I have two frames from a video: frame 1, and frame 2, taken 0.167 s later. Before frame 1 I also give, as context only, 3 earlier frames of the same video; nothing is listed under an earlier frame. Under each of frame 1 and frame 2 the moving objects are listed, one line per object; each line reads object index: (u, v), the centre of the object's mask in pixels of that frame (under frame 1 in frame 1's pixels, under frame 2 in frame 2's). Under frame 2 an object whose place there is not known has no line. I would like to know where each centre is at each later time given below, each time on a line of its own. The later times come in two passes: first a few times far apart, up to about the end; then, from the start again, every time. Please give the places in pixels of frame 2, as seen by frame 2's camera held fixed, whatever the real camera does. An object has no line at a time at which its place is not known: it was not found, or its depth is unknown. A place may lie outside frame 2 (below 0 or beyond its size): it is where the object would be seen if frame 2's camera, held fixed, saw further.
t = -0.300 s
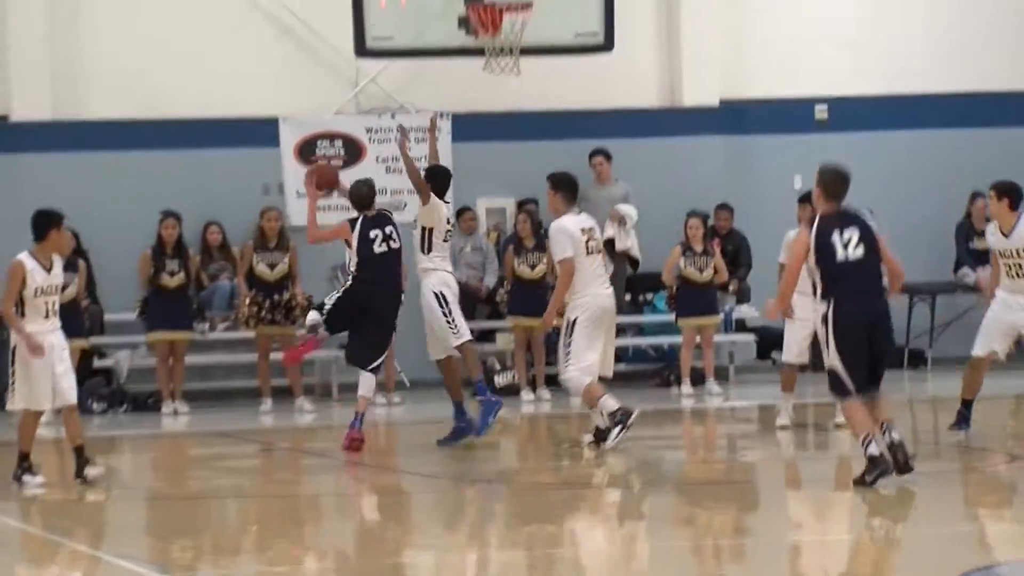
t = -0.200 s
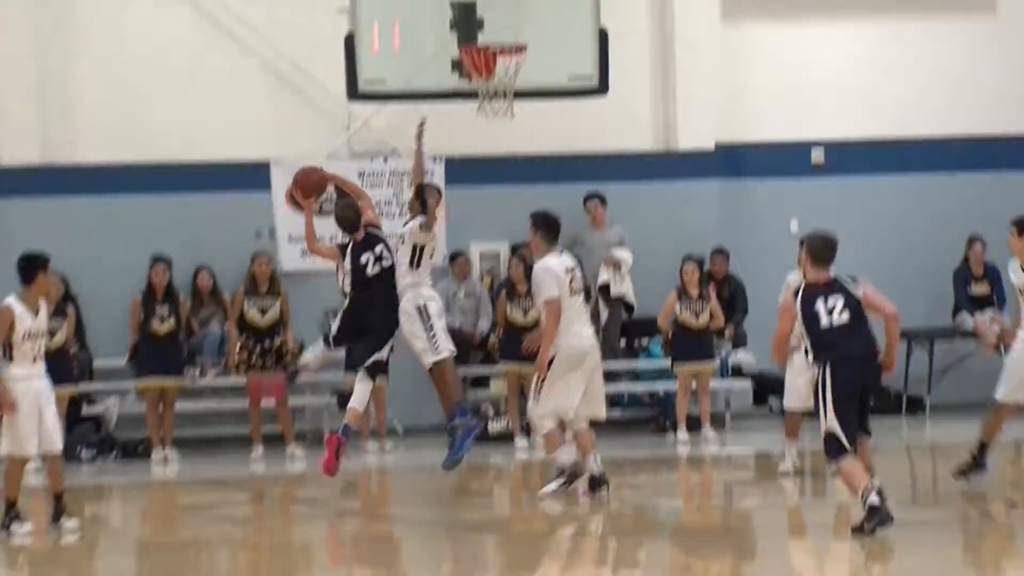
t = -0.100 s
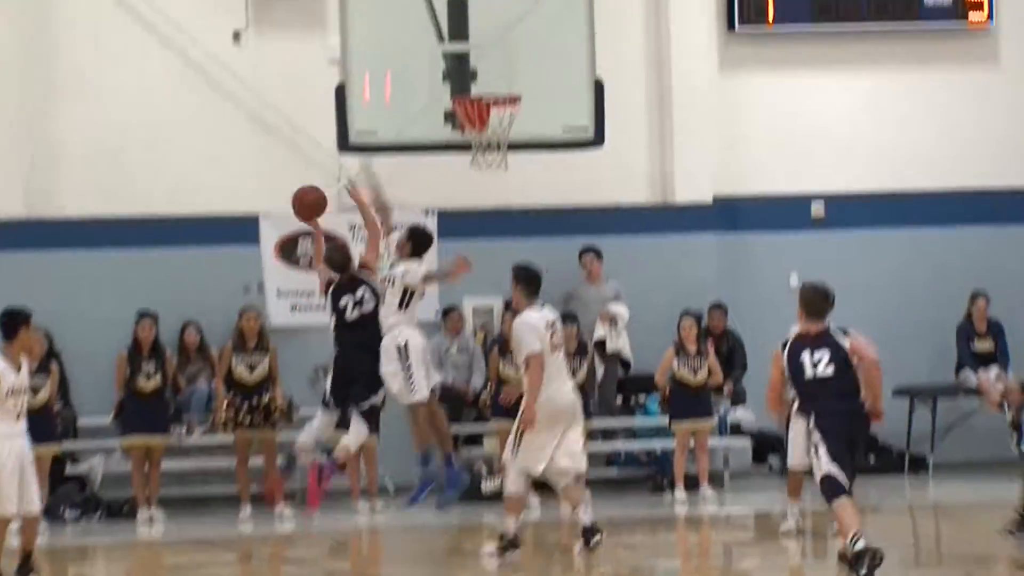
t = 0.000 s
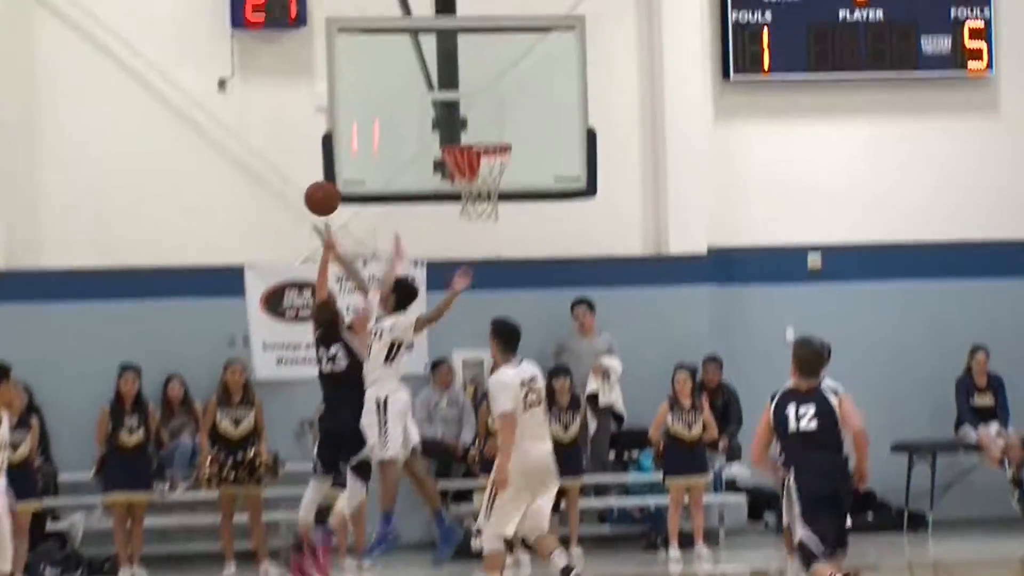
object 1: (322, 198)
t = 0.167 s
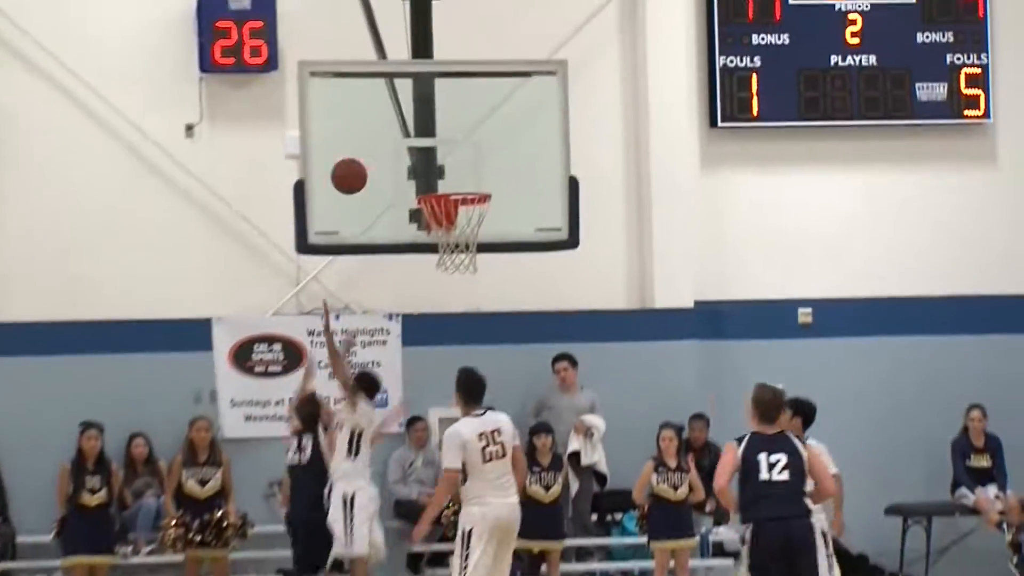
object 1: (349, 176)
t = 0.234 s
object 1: (372, 160)
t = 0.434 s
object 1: (426, 161)
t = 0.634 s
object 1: (464, 219)
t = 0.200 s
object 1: (360, 167)
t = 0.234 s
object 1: (372, 160)
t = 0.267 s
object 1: (383, 154)
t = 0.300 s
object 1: (392, 152)
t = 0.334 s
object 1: (401, 152)
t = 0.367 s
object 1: (409, 154)
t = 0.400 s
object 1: (418, 157)
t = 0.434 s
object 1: (426, 161)
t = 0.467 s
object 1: (433, 167)
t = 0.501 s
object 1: (442, 176)
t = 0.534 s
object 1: (452, 182)
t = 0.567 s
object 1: (460, 188)
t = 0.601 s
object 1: (467, 208)
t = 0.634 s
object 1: (464, 219)
